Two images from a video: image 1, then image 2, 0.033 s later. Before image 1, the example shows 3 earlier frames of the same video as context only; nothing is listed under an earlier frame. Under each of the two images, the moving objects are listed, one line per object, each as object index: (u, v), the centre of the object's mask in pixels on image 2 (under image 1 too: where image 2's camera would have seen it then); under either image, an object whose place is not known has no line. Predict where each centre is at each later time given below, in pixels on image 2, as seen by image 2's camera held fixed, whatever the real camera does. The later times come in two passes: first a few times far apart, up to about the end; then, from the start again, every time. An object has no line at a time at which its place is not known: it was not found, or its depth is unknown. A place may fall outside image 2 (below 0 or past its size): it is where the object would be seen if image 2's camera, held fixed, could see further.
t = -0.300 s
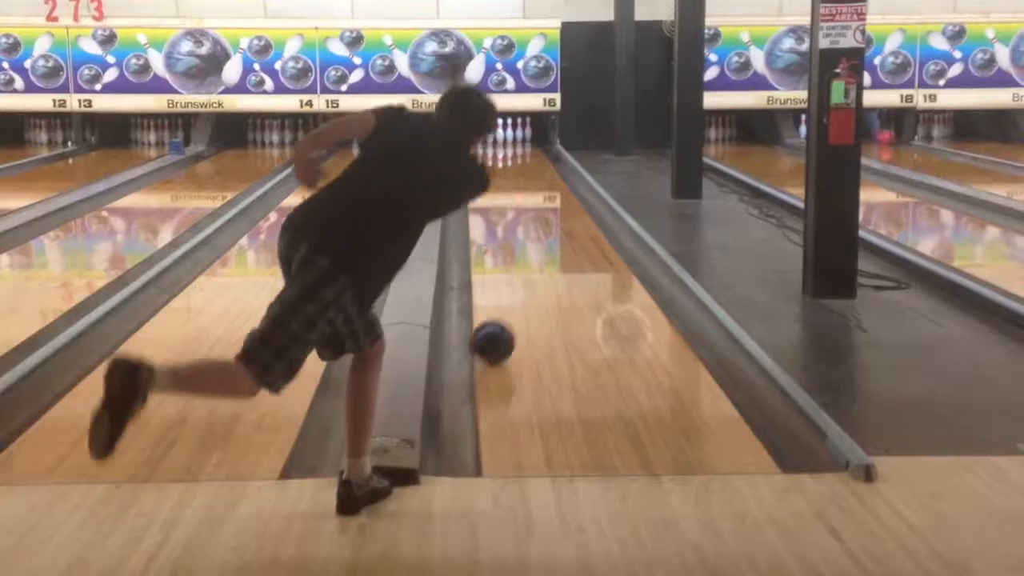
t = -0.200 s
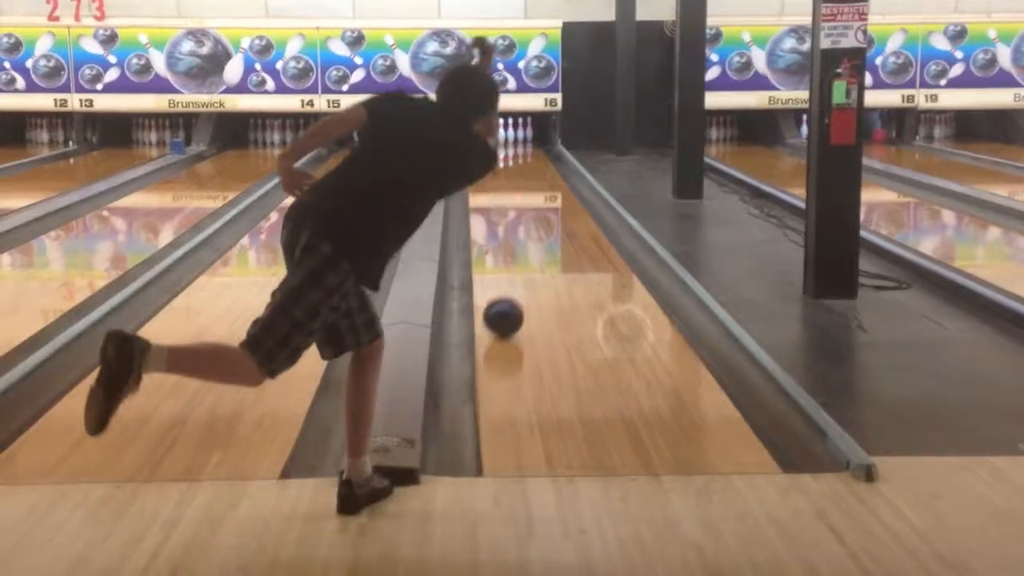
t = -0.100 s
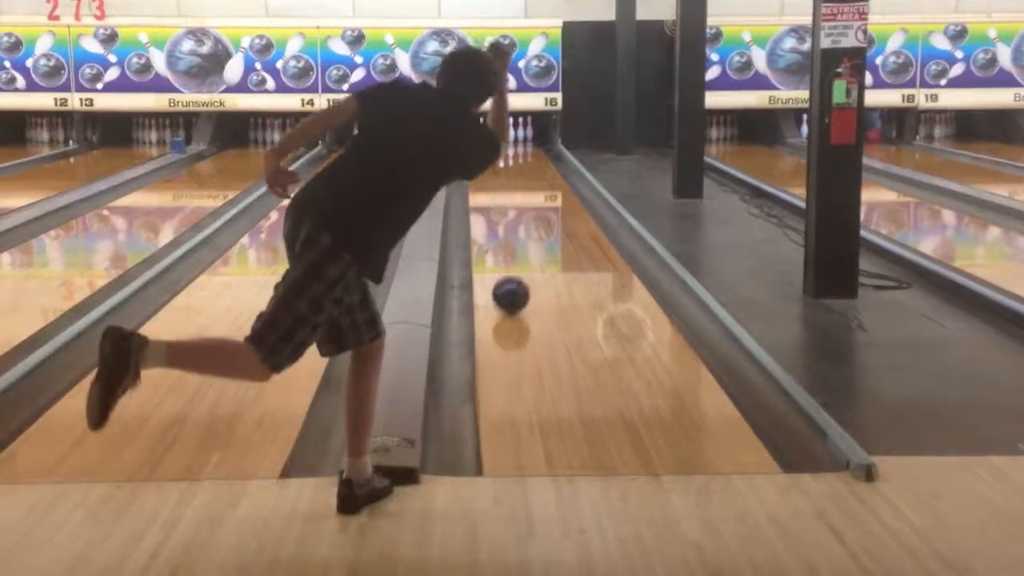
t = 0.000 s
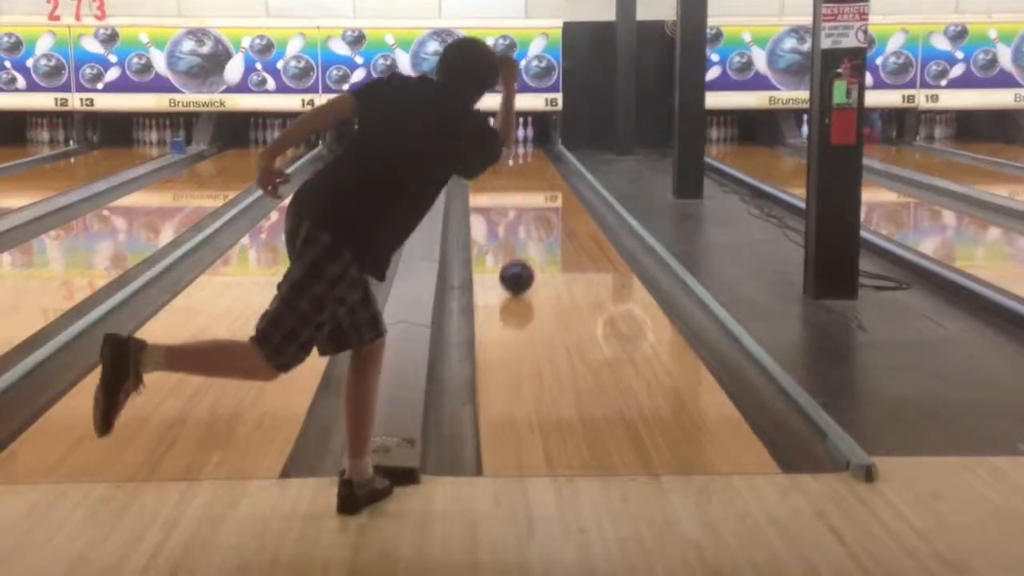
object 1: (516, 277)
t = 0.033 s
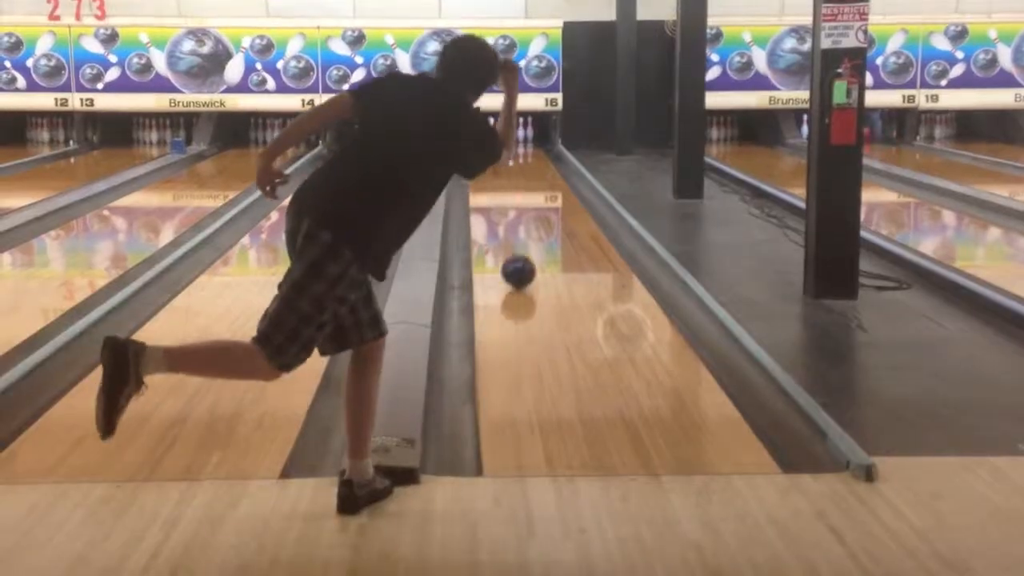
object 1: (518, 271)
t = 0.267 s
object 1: (527, 239)
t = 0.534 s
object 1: (534, 212)
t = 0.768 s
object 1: (538, 194)
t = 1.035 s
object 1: (539, 178)
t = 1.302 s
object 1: (538, 164)
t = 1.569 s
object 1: (535, 155)
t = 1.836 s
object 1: (524, 145)
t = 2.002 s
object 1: (518, 140)
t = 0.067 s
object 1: (520, 266)
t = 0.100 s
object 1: (521, 261)
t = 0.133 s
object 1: (522, 256)
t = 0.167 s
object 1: (524, 252)
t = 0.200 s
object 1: (525, 247)
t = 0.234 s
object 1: (526, 243)
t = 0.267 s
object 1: (527, 239)
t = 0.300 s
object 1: (528, 236)
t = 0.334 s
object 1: (530, 232)
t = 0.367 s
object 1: (531, 228)
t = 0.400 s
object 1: (531, 225)
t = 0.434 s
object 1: (532, 222)
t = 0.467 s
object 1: (533, 219)
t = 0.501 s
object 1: (533, 215)
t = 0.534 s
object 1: (534, 212)
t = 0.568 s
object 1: (535, 209)
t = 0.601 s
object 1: (535, 207)
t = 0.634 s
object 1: (536, 204)
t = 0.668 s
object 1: (536, 201)
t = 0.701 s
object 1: (537, 199)
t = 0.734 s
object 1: (537, 197)
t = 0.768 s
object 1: (538, 194)
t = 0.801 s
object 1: (538, 192)
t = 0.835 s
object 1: (538, 190)
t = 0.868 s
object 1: (538, 188)
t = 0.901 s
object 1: (539, 186)
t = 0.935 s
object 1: (539, 184)
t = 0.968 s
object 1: (539, 182)
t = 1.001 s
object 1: (539, 180)
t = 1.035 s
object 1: (539, 178)
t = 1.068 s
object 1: (539, 176)
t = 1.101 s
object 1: (540, 174)
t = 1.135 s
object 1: (539, 173)
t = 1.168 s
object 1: (539, 172)
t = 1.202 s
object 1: (539, 170)
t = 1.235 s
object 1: (539, 167)
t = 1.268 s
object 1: (538, 166)
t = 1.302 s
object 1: (538, 164)
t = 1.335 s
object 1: (538, 163)
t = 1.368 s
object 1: (537, 161)
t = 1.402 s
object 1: (537, 160)
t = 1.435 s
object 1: (536, 159)
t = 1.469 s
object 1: (536, 158)
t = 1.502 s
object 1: (535, 156)
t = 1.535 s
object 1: (535, 155)
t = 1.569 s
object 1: (535, 155)
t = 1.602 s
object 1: (533, 153)
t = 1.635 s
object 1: (532, 152)
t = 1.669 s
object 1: (530, 151)
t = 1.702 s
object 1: (529, 149)
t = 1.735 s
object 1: (529, 148)
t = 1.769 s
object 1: (528, 148)
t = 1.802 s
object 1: (525, 145)
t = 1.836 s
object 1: (524, 145)
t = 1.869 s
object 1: (522, 144)
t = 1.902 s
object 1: (522, 143)
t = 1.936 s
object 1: (521, 142)
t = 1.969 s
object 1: (521, 141)
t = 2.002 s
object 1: (518, 140)
